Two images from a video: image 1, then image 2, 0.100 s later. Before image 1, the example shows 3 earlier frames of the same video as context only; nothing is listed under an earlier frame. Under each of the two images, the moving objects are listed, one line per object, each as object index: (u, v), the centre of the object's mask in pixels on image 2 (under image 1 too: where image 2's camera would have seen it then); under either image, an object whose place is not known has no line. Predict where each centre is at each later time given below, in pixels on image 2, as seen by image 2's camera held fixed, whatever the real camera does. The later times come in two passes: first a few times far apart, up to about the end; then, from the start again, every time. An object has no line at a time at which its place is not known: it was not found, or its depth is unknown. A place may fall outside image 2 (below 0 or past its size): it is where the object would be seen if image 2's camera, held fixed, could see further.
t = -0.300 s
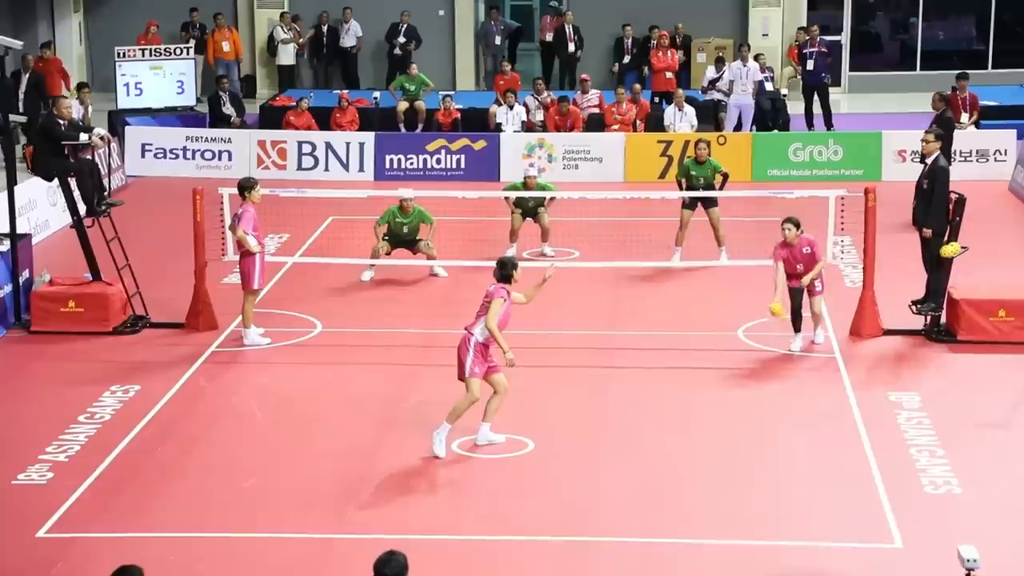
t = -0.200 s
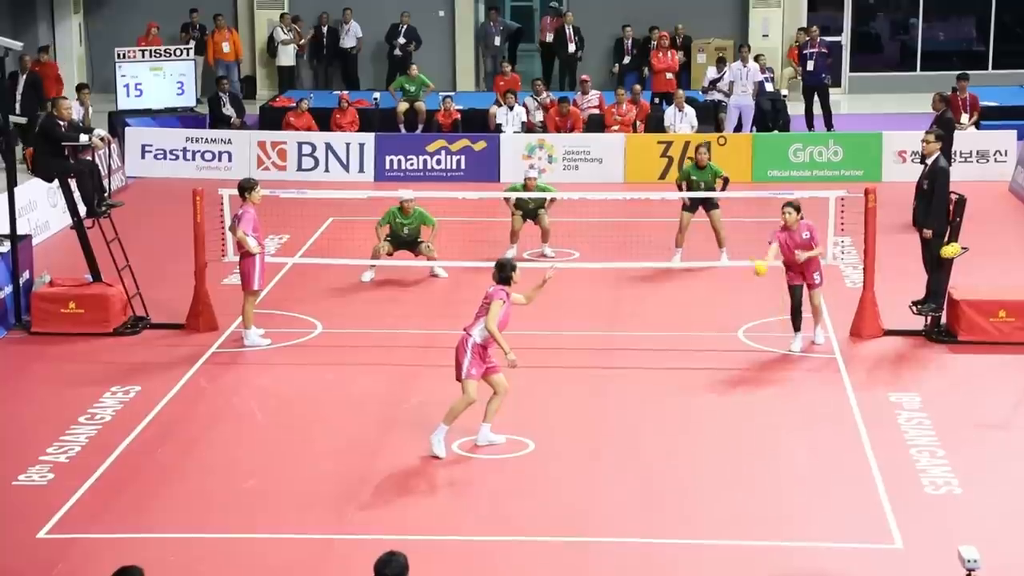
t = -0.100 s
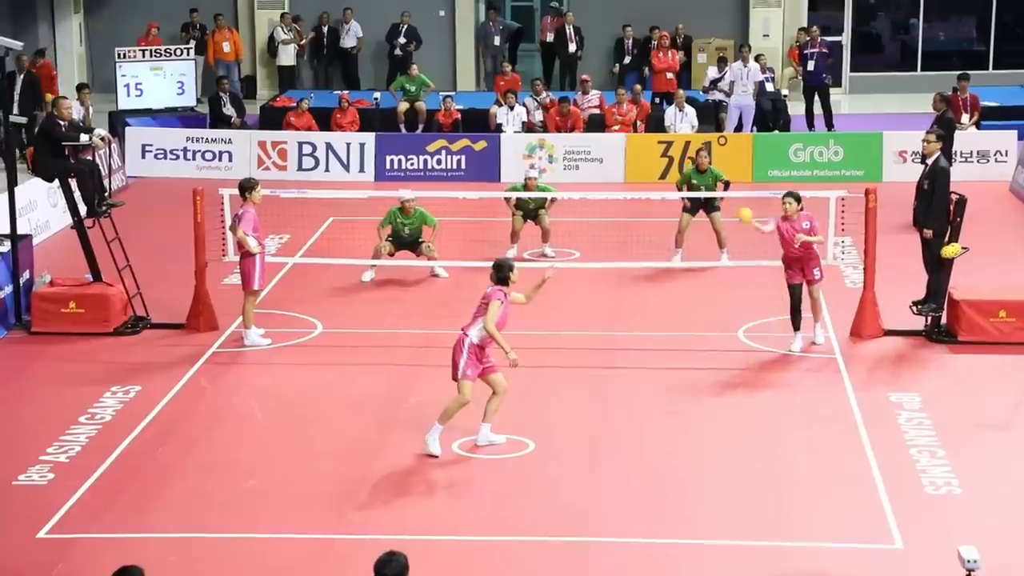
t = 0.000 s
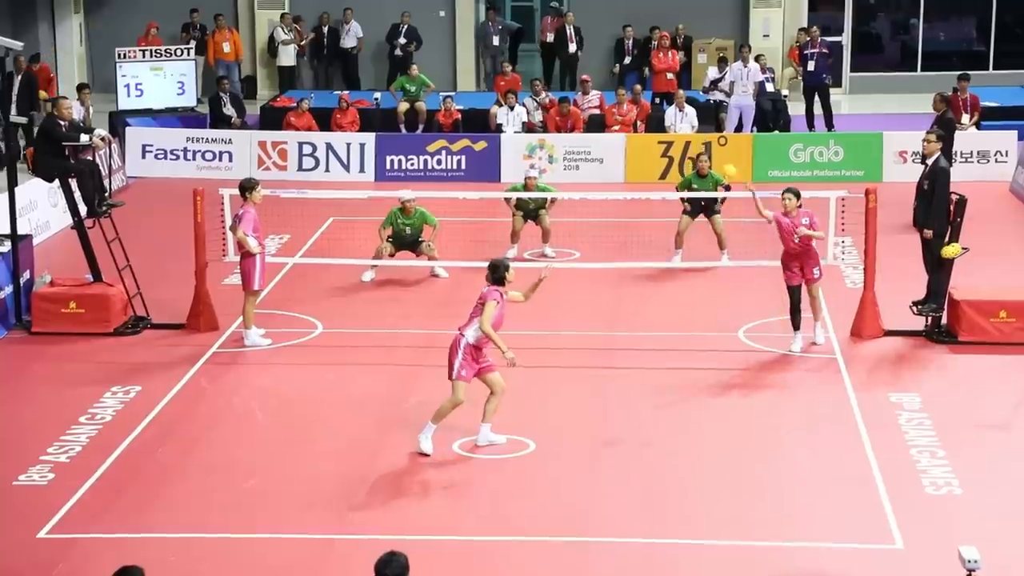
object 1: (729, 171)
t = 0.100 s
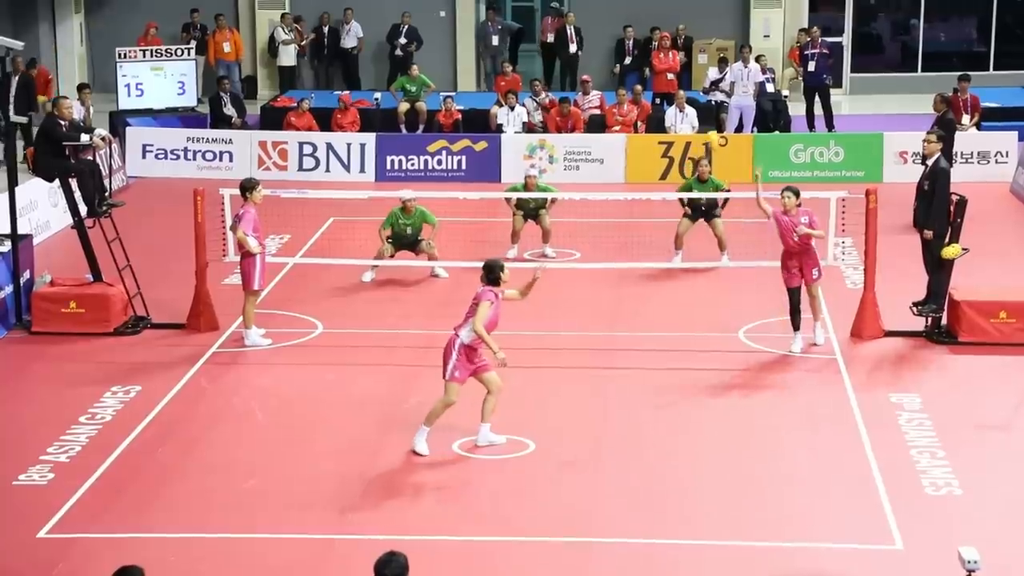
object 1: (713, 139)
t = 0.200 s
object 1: (697, 114)
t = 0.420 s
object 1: (658, 100)
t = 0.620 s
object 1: (620, 135)
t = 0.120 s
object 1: (709, 132)
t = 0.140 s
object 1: (706, 127)
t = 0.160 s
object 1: (703, 123)
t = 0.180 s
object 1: (700, 118)
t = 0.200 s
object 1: (697, 114)
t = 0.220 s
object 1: (693, 111)
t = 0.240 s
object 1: (689, 108)
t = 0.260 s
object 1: (686, 105)
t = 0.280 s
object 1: (682, 103)
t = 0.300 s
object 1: (679, 101)
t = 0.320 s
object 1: (675, 99)
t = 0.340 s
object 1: (671, 98)
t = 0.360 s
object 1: (668, 98)
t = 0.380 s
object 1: (664, 98)
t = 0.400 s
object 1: (660, 99)
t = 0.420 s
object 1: (658, 100)
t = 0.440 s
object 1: (654, 101)
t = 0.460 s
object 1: (650, 103)
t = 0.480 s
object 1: (647, 106)
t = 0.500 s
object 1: (643, 108)
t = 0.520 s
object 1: (640, 110)
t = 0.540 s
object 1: (636, 115)
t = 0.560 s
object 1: (632, 119)
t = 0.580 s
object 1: (628, 123)
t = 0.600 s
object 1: (624, 129)
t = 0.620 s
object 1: (620, 135)
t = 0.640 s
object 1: (617, 141)
